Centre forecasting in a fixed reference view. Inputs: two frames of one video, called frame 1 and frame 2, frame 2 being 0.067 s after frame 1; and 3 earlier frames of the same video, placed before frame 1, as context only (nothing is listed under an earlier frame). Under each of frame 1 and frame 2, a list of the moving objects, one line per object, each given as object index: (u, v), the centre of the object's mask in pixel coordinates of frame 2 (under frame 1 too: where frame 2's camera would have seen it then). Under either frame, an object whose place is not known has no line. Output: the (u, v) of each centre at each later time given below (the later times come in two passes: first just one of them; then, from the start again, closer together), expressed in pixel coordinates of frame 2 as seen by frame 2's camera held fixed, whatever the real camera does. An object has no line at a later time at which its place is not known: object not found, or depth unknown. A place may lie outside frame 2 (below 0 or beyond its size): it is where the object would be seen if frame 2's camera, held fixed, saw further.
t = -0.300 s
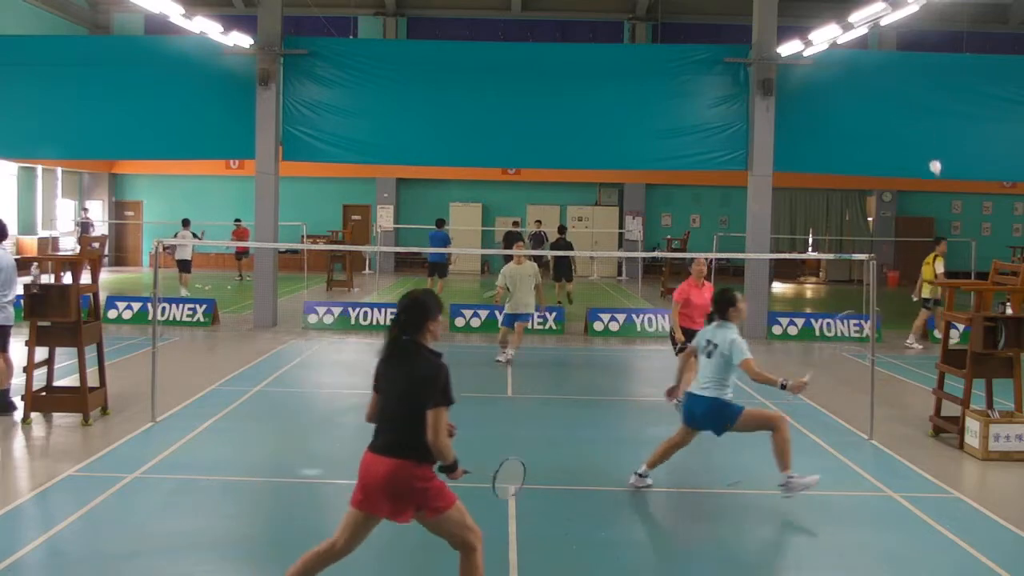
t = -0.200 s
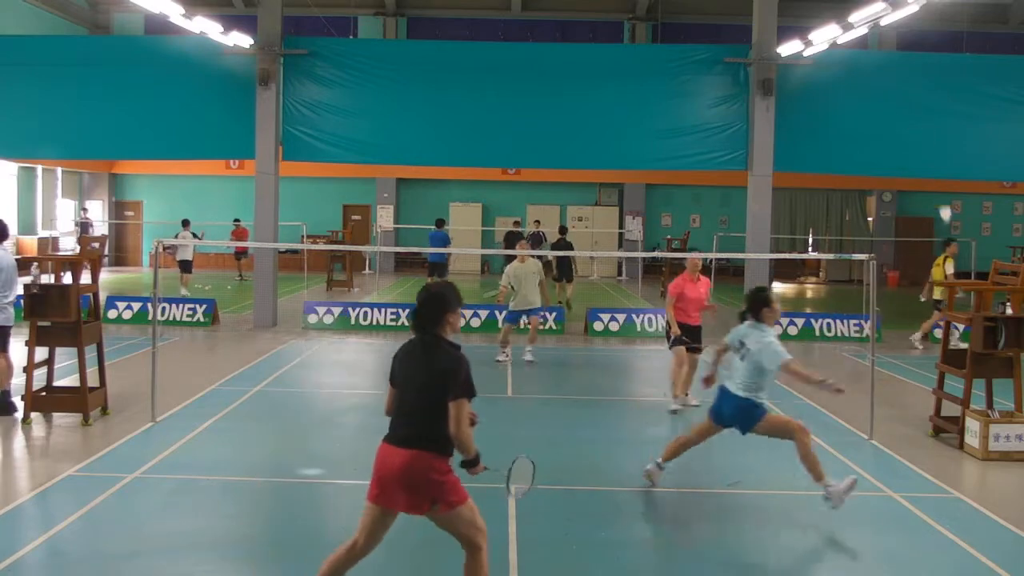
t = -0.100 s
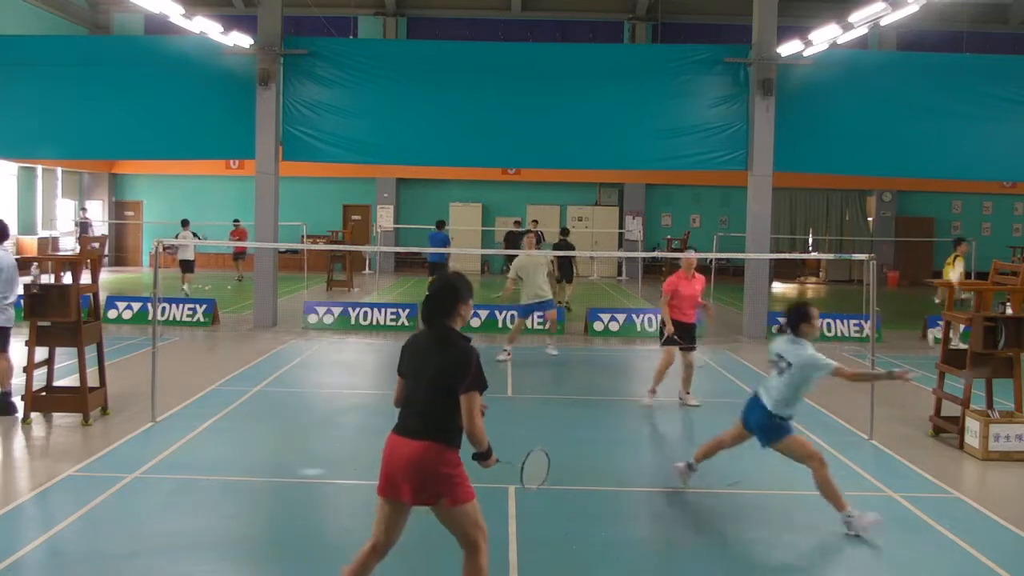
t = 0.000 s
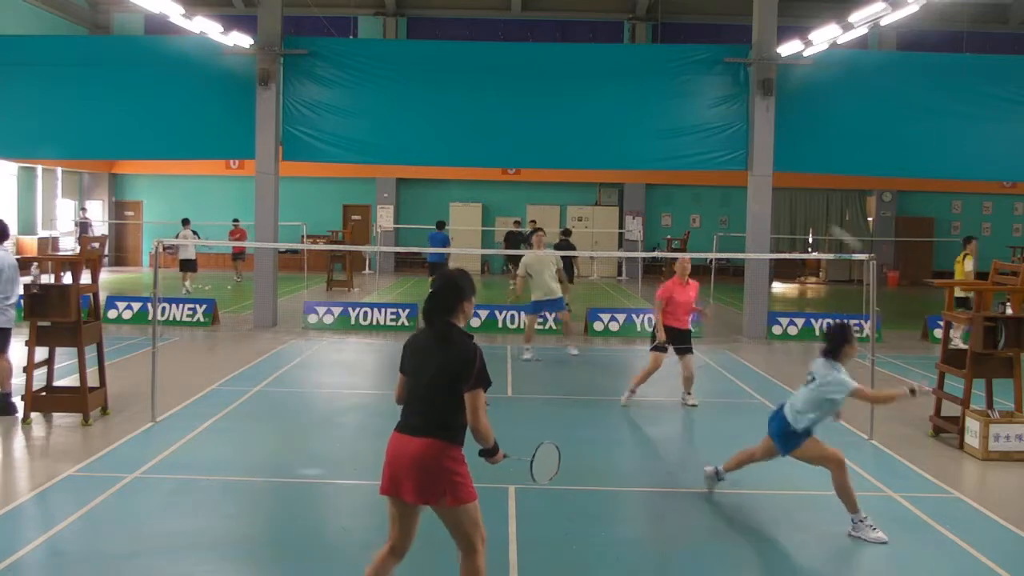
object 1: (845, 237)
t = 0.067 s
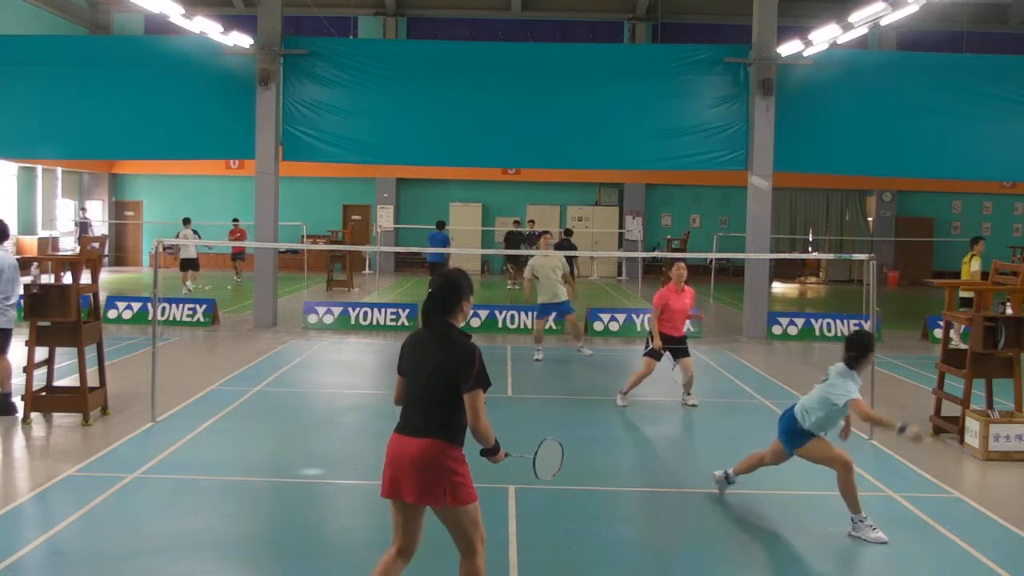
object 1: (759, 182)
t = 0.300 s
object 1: (613, 119)
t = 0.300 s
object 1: (613, 119)
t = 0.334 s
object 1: (601, 117)
